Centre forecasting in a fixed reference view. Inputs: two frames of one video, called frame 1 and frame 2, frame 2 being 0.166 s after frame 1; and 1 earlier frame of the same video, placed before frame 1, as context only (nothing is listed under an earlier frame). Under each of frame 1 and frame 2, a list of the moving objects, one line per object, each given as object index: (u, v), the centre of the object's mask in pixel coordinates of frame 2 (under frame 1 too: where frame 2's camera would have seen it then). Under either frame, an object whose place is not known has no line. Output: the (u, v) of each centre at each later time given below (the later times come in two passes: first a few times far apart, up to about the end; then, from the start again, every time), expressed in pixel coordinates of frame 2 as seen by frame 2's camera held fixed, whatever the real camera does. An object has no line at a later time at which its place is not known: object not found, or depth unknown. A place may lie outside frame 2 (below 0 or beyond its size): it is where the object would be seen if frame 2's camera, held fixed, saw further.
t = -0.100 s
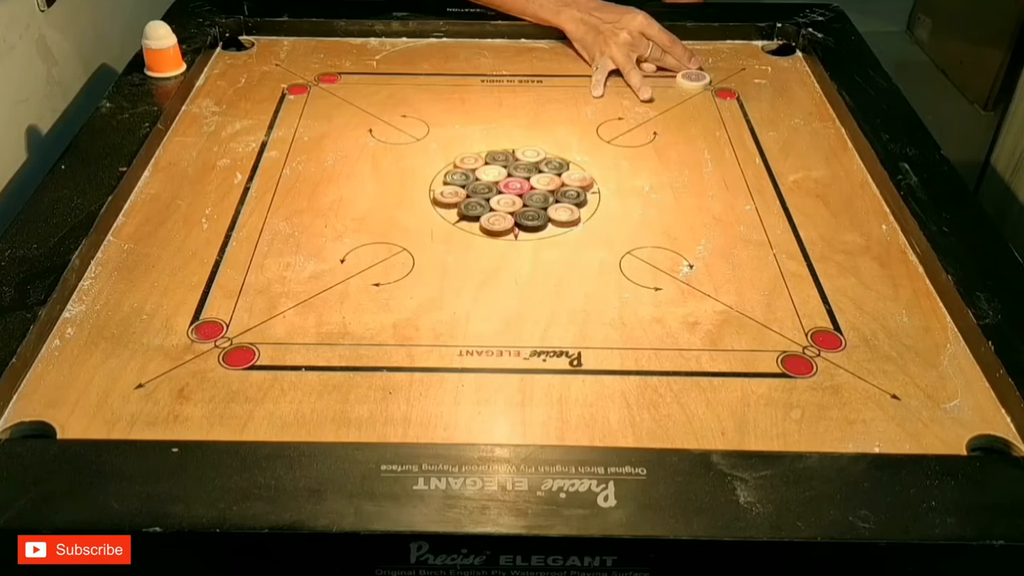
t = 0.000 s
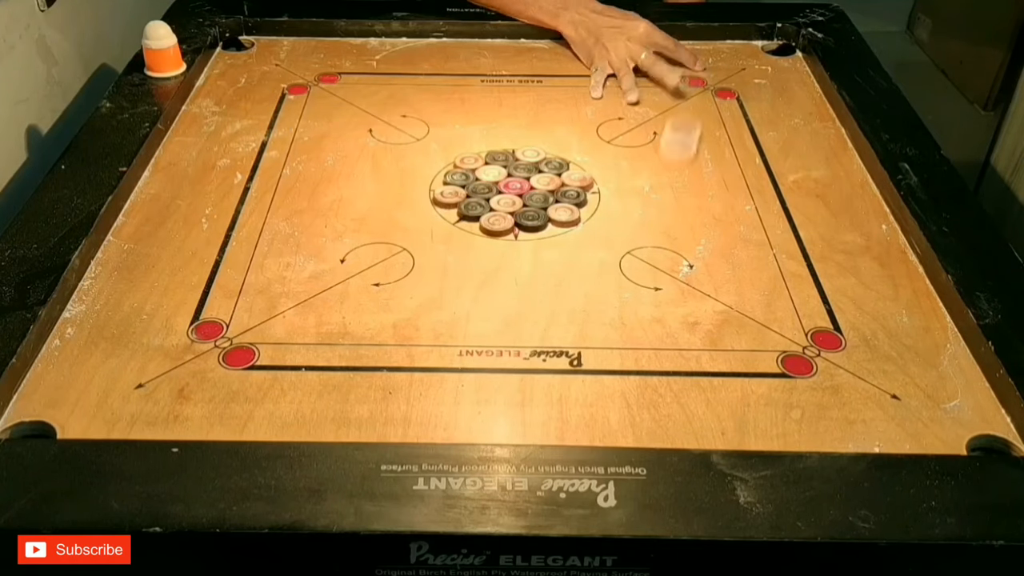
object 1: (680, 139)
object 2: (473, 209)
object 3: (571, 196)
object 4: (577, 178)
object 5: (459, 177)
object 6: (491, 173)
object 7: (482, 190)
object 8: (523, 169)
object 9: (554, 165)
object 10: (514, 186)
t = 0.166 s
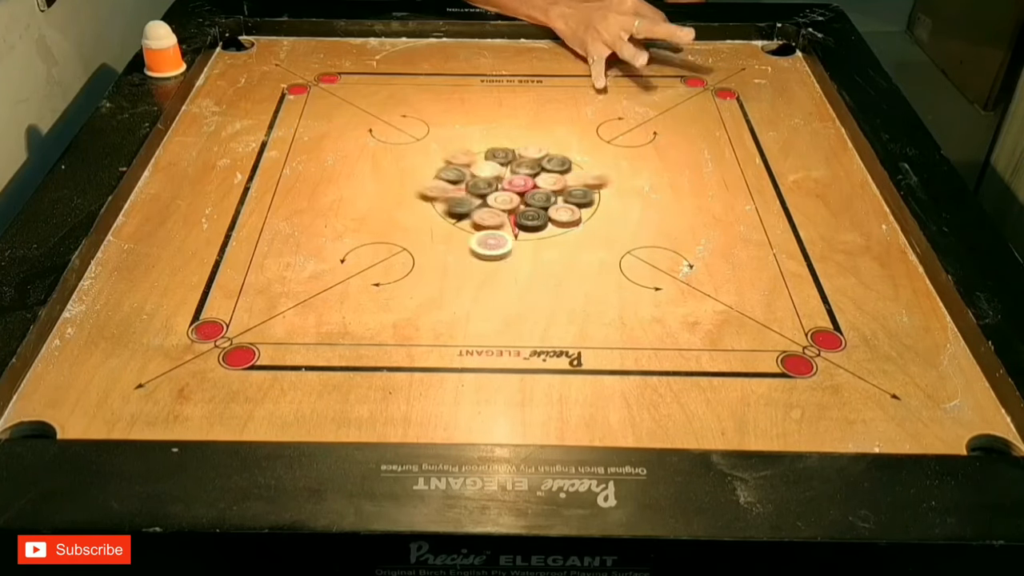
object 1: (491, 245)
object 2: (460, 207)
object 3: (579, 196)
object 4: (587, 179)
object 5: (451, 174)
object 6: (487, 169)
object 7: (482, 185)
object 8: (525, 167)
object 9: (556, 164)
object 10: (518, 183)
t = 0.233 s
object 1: (459, 241)
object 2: (393, 197)
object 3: (617, 196)
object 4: (678, 169)
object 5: (408, 152)
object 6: (457, 151)
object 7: (480, 168)
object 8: (541, 153)
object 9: (571, 145)
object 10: (537, 175)
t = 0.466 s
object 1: (393, 231)
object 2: (230, 171)
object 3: (683, 196)
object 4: (802, 147)
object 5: (315, 101)
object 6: (402, 103)
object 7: (475, 138)
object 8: (565, 130)
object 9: (597, 112)
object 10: (561, 161)
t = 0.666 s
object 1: (378, 227)
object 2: (173, 159)
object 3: (684, 196)
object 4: (728, 140)
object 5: (289, 86)
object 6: (390, 92)
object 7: (475, 137)
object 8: (567, 129)
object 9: (599, 111)
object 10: (561, 161)
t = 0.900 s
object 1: (377, 226)
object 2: (169, 158)
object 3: (684, 196)
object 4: (717, 139)
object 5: (289, 85)
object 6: (389, 93)
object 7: (475, 137)
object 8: (566, 129)
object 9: (599, 110)
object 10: (561, 161)
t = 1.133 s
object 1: (377, 226)
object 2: (169, 158)
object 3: (684, 197)
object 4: (716, 139)
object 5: (289, 86)
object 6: (390, 92)
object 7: (475, 137)
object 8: (566, 129)
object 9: (599, 111)
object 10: (561, 161)
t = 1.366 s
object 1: (377, 226)
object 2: (169, 158)
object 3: (684, 197)
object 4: (716, 139)
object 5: (289, 85)
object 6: (390, 92)
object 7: (475, 137)
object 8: (567, 129)
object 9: (599, 111)
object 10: (561, 161)
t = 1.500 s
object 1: (377, 226)
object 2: (169, 158)
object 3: (684, 197)
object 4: (716, 139)
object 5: (289, 85)
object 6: (390, 92)
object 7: (475, 137)
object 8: (567, 129)
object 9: (599, 111)
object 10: (562, 161)
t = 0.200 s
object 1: (474, 243)
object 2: (425, 202)
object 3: (598, 197)
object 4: (637, 173)
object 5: (428, 163)
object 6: (470, 161)
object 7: (481, 176)
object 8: (533, 159)
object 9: (565, 154)
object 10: (529, 178)
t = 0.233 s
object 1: (459, 241)
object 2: (393, 197)
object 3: (617, 196)
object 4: (678, 169)
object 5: (408, 152)
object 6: (457, 151)
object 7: (480, 168)
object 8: (541, 153)
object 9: (571, 145)
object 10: (537, 175)
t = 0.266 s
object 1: (445, 240)
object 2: (364, 192)
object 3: (632, 196)
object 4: (716, 166)
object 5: (390, 143)
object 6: (445, 142)
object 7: (480, 161)
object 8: (546, 147)
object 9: (577, 138)
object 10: (544, 171)
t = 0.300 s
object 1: (433, 238)
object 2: (337, 188)
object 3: (646, 196)
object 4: (751, 160)
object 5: (374, 133)
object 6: (435, 134)
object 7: (479, 155)
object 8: (551, 142)
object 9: (582, 131)
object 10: (550, 168)
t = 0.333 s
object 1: (422, 236)
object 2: (311, 184)
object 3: (658, 196)
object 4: (785, 157)
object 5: (359, 125)
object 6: (426, 125)
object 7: (478, 150)
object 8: (556, 138)
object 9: (587, 126)
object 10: (554, 165)
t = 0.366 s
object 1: (412, 235)
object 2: (288, 181)
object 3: (667, 196)
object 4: (815, 154)
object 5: (346, 118)
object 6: (418, 118)
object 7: (477, 146)
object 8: (559, 135)
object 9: (590, 121)
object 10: (558, 164)
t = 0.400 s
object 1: (404, 233)
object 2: (266, 177)
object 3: (675, 196)
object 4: (842, 150)
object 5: (334, 112)
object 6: (412, 112)
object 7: (476, 142)
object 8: (562, 132)
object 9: (593, 118)
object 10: (560, 162)
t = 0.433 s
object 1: (398, 232)
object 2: (247, 174)
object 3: (680, 196)
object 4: (821, 148)
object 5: (324, 106)
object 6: (406, 107)
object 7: (476, 140)
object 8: (564, 131)
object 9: (595, 115)
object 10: (561, 161)
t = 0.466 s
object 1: (393, 231)
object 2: (230, 171)
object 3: (683, 196)
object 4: (802, 147)
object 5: (315, 101)
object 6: (402, 103)
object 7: (475, 138)
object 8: (565, 130)
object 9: (597, 112)
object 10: (561, 161)
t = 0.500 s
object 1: (389, 230)
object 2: (216, 168)
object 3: (684, 196)
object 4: (784, 145)
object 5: (308, 97)
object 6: (397, 99)
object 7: (475, 137)
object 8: (566, 129)
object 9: (598, 111)
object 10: (561, 161)
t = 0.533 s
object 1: (386, 229)
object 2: (203, 166)
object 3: (684, 196)
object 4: (769, 144)
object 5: (300, 91)
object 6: (394, 97)
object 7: (475, 137)
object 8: (566, 129)
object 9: (599, 110)
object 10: (561, 161)
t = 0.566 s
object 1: (383, 229)
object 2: (192, 164)
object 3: (684, 196)
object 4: (757, 142)
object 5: (295, 89)
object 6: (392, 95)
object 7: (475, 137)
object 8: (566, 129)
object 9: (599, 111)
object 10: (561, 161)
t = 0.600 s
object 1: (381, 228)
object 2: (184, 162)
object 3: (684, 196)
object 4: (745, 141)
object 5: (291, 87)
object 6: (390, 94)
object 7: (475, 137)
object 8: (566, 129)
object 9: (599, 111)
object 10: (561, 161)
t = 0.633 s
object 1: (379, 227)
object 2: (177, 161)
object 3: (684, 196)
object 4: (735, 140)
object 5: (289, 86)
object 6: (390, 93)
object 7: (475, 137)
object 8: (566, 129)
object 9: (599, 111)
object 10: (561, 161)
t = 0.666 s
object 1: (378, 227)
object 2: (173, 159)
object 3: (684, 196)
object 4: (728, 140)
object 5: (289, 86)
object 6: (390, 92)
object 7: (475, 137)
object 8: (567, 129)
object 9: (599, 111)
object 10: (561, 161)
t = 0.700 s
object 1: (378, 226)
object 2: (170, 158)
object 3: (684, 196)
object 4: (722, 139)
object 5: (289, 86)
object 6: (390, 92)
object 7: (475, 137)
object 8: (566, 129)
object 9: (599, 111)
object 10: (561, 161)
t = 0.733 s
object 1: (377, 226)
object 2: (169, 158)
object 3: (684, 196)
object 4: (718, 139)
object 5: (289, 86)
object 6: (389, 92)
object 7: (475, 137)
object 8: (566, 129)
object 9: (599, 111)
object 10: (561, 161)
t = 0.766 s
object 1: (377, 226)
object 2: (169, 158)
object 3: (684, 197)
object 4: (716, 139)
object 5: (289, 86)
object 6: (390, 92)
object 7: (475, 137)
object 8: (567, 129)
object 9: (599, 110)
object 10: (561, 161)
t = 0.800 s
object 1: (377, 226)
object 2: (169, 158)
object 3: (684, 196)
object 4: (716, 139)
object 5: (289, 86)
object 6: (390, 92)
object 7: (475, 137)
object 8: (566, 129)
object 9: (599, 110)
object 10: (561, 161)
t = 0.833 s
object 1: (377, 226)
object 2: (169, 158)
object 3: (684, 196)
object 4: (716, 139)
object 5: (289, 85)
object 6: (390, 92)
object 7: (475, 137)
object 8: (567, 129)
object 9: (599, 110)
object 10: (561, 161)
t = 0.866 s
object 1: (377, 226)
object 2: (170, 158)
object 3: (684, 196)
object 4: (716, 139)
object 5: (289, 86)
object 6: (390, 92)
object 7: (475, 137)
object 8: (567, 129)
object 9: (599, 111)
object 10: (561, 161)
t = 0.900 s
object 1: (377, 226)
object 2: (169, 158)
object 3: (684, 196)
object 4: (717, 139)
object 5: (289, 85)
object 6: (389, 93)
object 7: (475, 137)
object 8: (566, 129)
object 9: (599, 110)
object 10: (561, 161)
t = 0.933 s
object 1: (377, 226)
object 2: (169, 158)
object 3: (684, 197)
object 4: (717, 139)
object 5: (289, 85)
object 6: (389, 93)
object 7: (475, 137)
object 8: (567, 129)
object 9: (599, 111)
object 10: (562, 161)
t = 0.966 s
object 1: (377, 226)
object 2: (169, 158)
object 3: (684, 197)
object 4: (716, 139)
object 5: (289, 85)
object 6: (390, 93)
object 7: (475, 137)
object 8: (566, 129)
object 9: (599, 111)
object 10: (561, 161)
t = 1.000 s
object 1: (377, 226)
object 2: (170, 158)
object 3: (684, 197)
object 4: (716, 139)
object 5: (289, 85)
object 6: (389, 93)
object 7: (475, 137)
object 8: (566, 129)
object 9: (599, 111)
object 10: (561, 161)
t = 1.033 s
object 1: (377, 226)
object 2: (169, 158)
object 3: (684, 197)
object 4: (716, 139)
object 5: (289, 86)
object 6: (390, 92)
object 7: (475, 137)
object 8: (567, 129)
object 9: (599, 111)
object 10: (561, 161)
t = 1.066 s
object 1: (377, 226)
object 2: (169, 158)
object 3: (684, 197)
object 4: (716, 139)
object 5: (289, 86)
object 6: (390, 92)
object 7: (475, 137)
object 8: (566, 129)
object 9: (599, 111)
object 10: (561, 161)
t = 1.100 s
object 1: (377, 226)
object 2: (169, 158)
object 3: (684, 197)
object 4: (716, 139)
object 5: (289, 86)
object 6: (390, 92)
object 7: (475, 137)
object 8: (566, 129)
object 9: (599, 111)
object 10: (561, 161)
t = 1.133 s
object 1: (377, 226)
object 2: (169, 158)
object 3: (684, 197)
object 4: (716, 139)
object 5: (289, 86)
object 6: (390, 92)
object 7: (475, 137)
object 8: (566, 129)
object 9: (599, 111)
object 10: (561, 161)
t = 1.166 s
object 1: (377, 226)
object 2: (169, 158)
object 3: (684, 197)
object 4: (716, 139)
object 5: (289, 86)
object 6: (390, 92)
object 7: (475, 137)
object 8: (566, 129)
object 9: (599, 111)
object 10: (561, 161)
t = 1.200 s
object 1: (377, 226)
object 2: (169, 158)
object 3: (684, 197)
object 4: (716, 139)
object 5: (289, 86)
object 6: (390, 92)
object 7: (475, 137)
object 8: (566, 129)
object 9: (599, 111)
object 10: (561, 161)
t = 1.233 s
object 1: (377, 226)
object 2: (169, 158)
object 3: (684, 197)
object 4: (716, 139)
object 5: (289, 86)
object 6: (390, 92)
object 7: (475, 137)
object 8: (566, 129)
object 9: (599, 111)
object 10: (561, 161)
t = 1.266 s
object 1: (377, 226)
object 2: (169, 158)
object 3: (684, 197)
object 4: (716, 139)
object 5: (289, 85)
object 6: (390, 92)
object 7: (475, 137)
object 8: (566, 129)
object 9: (599, 111)
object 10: (561, 161)
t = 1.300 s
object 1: (377, 226)
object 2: (169, 158)
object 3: (684, 197)
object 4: (716, 139)
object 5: (289, 85)
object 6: (390, 92)
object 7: (475, 137)
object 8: (566, 129)
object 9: (599, 111)
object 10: (561, 161)
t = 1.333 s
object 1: (377, 226)
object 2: (169, 158)
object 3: (684, 197)
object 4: (716, 139)
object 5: (289, 85)
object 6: (390, 92)
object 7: (475, 137)
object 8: (566, 129)
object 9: (599, 111)
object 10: (561, 161)
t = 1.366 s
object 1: (377, 226)
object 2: (169, 158)
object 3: (684, 197)
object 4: (716, 139)
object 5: (289, 85)
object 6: (390, 92)
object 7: (475, 137)
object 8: (567, 129)
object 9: (599, 111)
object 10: (561, 161)
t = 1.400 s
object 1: (377, 226)
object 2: (169, 158)
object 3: (684, 197)
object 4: (716, 139)
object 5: (289, 85)
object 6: (390, 92)
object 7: (475, 137)
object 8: (566, 129)
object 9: (599, 111)
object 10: (561, 161)
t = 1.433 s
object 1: (377, 226)
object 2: (169, 158)
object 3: (684, 197)
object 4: (716, 139)
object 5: (289, 85)
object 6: (390, 92)
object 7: (475, 137)
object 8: (567, 129)
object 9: (599, 111)
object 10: (561, 161)
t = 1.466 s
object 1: (377, 226)
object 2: (169, 158)
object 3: (684, 197)
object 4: (716, 139)
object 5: (289, 85)
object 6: (390, 92)
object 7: (475, 137)
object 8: (567, 129)
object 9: (599, 111)
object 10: (561, 161)
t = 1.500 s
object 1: (377, 226)
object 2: (169, 158)
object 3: (684, 197)
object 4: (716, 139)
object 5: (289, 85)
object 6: (390, 92)
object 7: (475, 137)
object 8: (567, 129)
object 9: (599, 111)
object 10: (562, 161)
